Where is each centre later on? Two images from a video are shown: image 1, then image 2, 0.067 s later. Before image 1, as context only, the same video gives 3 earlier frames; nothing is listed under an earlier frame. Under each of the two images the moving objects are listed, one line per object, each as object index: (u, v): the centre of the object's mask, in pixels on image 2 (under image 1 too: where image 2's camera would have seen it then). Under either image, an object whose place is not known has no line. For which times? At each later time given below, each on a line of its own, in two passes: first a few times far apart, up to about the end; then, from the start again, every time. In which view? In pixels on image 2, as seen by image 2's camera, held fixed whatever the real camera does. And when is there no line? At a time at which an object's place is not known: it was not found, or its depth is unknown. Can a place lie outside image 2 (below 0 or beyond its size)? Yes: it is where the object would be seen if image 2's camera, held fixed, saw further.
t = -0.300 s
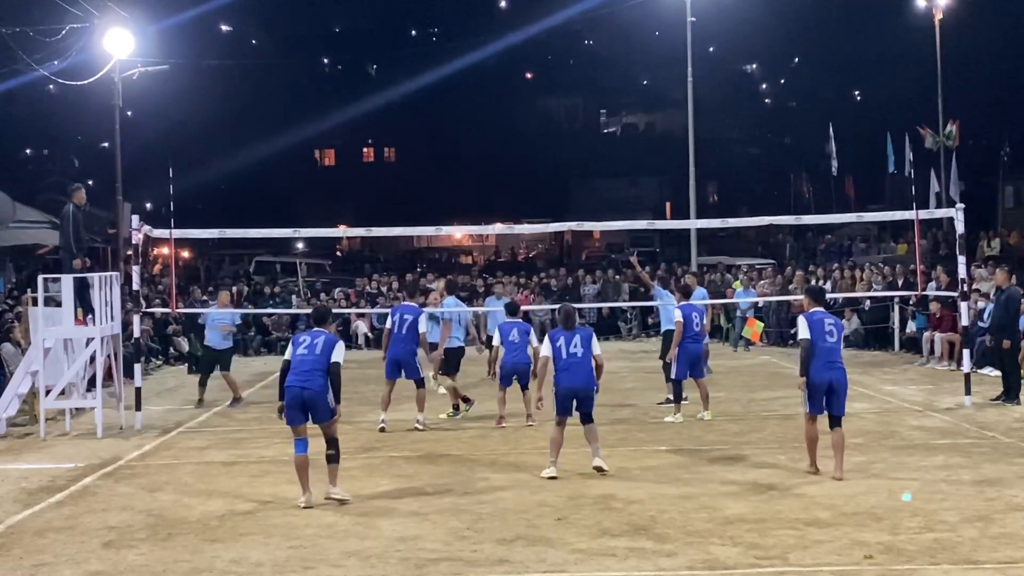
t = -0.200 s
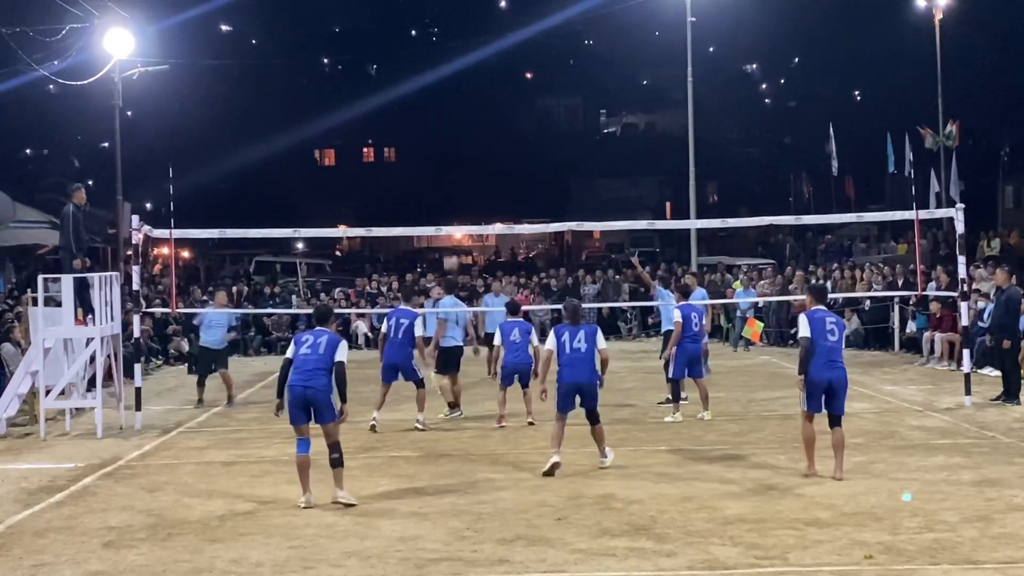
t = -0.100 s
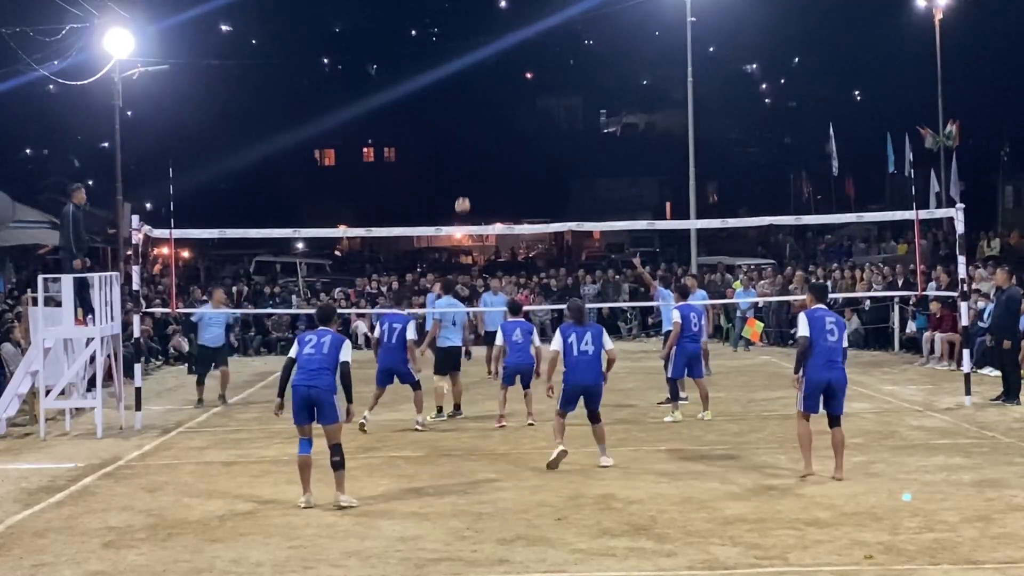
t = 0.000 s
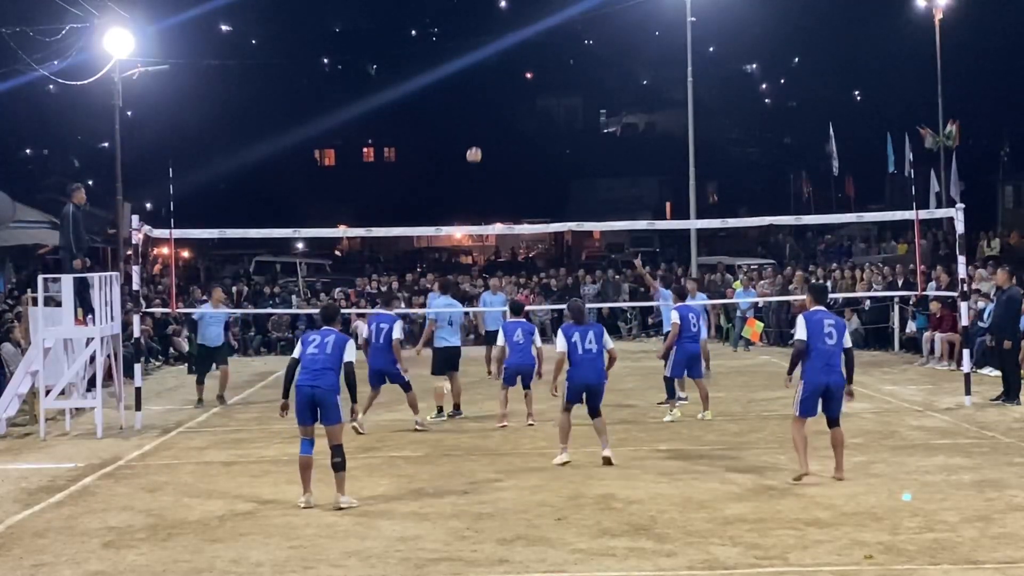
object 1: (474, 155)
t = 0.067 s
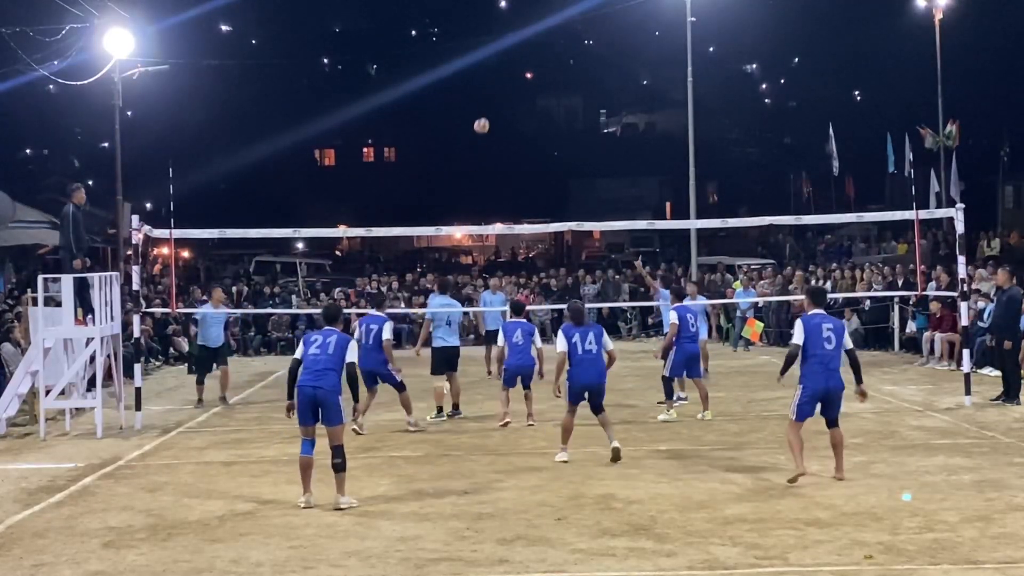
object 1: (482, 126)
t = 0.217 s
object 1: (499, 72)
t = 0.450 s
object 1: (527, 20)
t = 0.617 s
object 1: (547, 6)
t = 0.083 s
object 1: (483, 119)
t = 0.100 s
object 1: (485, 112)
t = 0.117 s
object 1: (487, 106)
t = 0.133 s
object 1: (489, 100)
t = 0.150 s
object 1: (491, 94)
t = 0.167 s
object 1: (493, 88)
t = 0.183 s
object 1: (494, 82)
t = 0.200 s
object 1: (496, 77)
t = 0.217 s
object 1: (499, 72)
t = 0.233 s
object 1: (501, 67)
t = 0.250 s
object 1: (502, 62)
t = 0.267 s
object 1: (504, 58)
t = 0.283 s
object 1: (506, 53)
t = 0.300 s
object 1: (508, 49)
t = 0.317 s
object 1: (510, 45)
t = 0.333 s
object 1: (512, 41)
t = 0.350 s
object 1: (514, 38)
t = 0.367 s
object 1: (516, 34)
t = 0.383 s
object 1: (519, 31)
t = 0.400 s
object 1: (520, 27)
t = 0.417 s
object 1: (523, 25)
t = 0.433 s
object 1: (525, 22)
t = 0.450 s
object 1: (527, 20)
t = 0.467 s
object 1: (529, 17)
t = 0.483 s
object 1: (531, 15)
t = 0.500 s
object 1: (533, 13)
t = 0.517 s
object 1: (535, 11)
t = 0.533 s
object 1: (537, 10)
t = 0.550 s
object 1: (539, 9)
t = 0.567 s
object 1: (541, 8)
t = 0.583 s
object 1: (543, 7)
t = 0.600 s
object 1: (545, 7)
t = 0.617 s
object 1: (547, 6)
